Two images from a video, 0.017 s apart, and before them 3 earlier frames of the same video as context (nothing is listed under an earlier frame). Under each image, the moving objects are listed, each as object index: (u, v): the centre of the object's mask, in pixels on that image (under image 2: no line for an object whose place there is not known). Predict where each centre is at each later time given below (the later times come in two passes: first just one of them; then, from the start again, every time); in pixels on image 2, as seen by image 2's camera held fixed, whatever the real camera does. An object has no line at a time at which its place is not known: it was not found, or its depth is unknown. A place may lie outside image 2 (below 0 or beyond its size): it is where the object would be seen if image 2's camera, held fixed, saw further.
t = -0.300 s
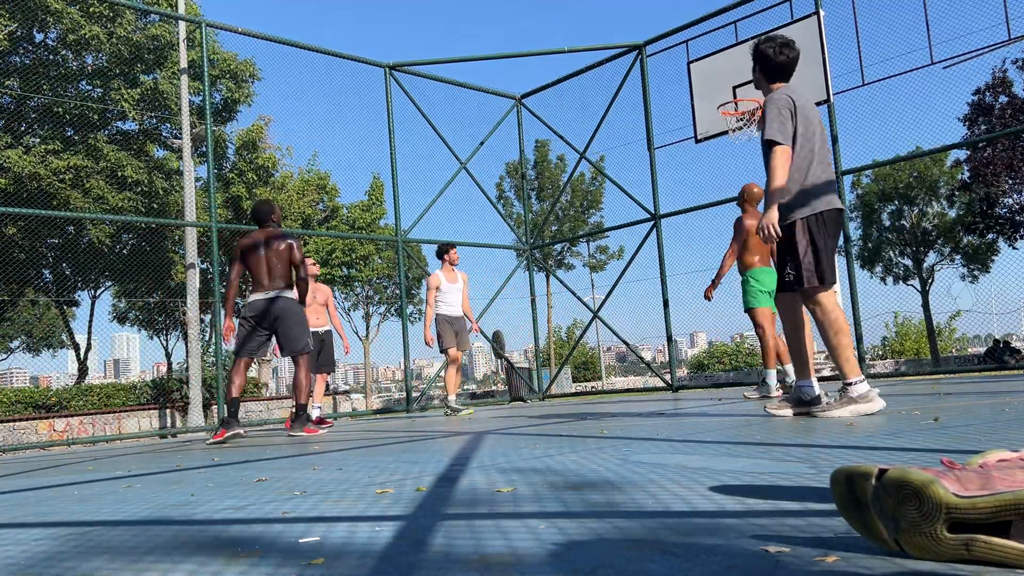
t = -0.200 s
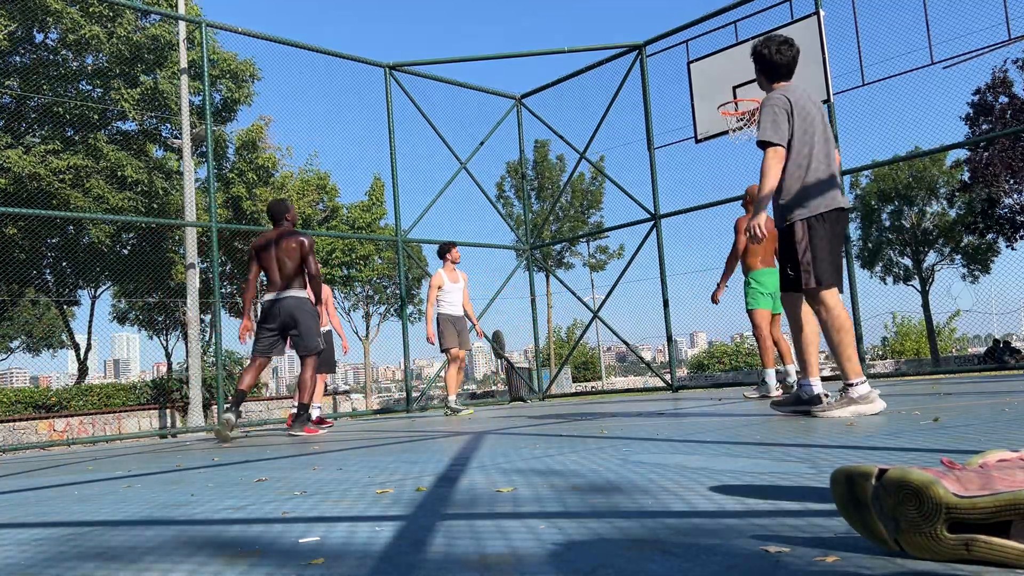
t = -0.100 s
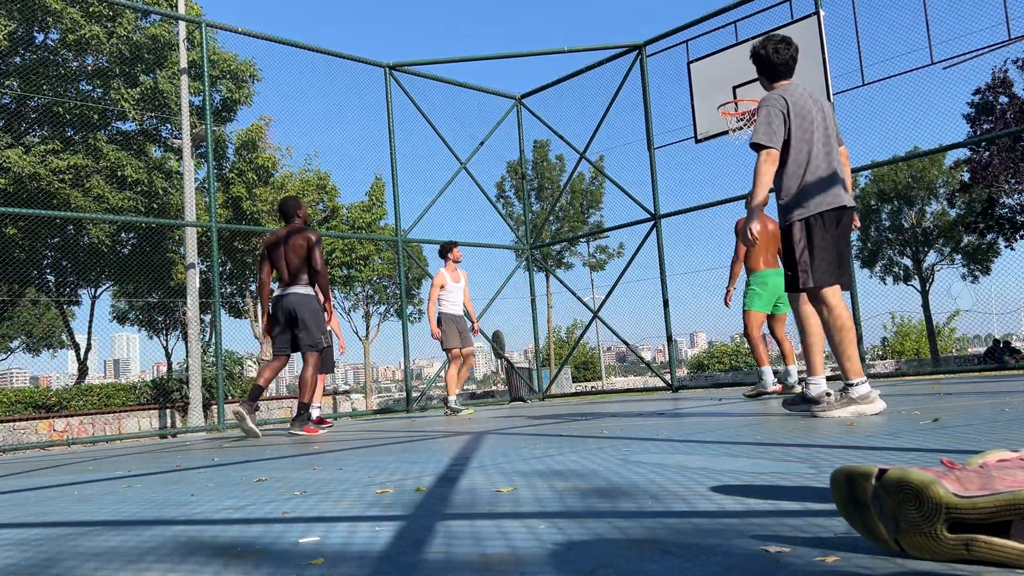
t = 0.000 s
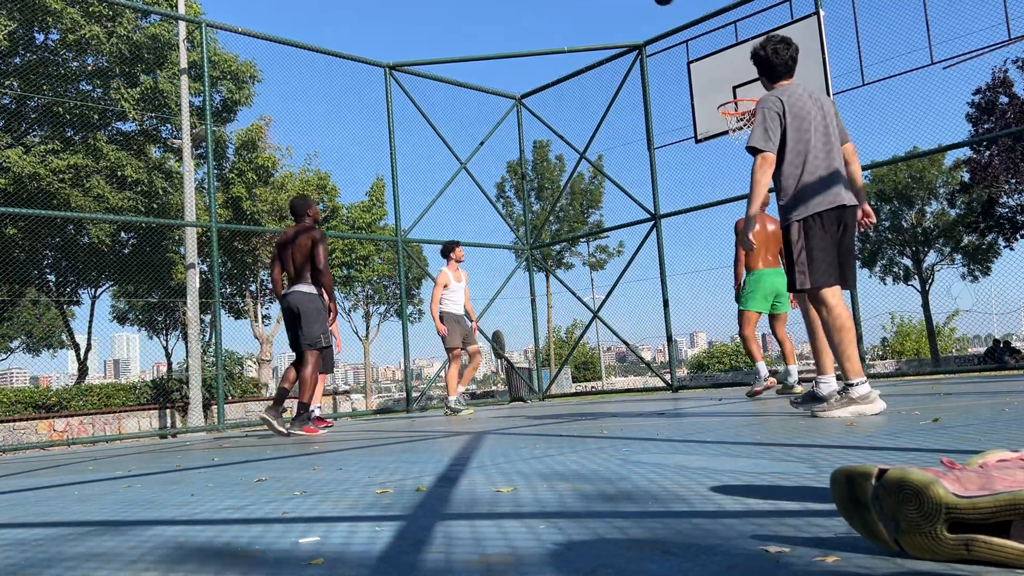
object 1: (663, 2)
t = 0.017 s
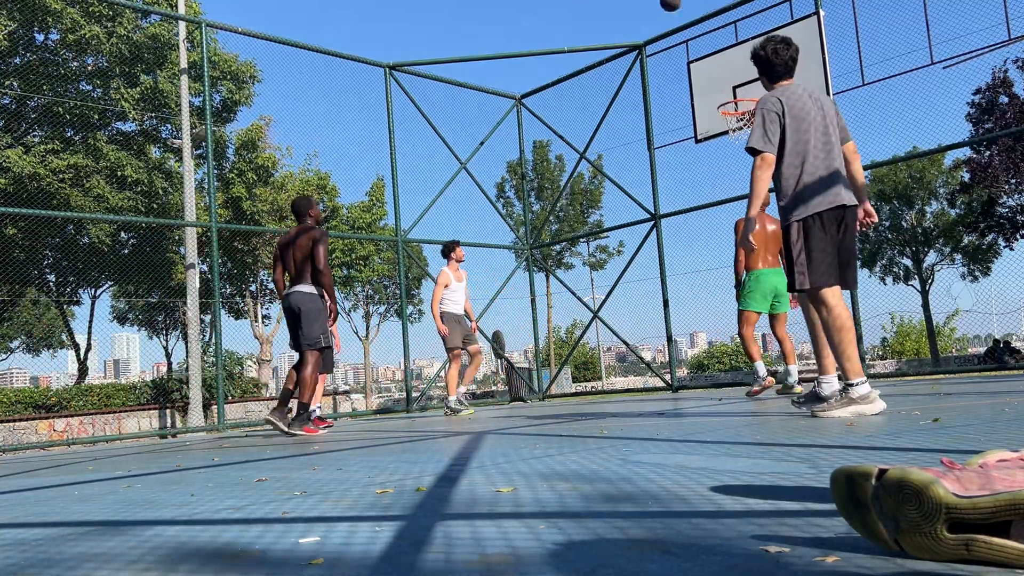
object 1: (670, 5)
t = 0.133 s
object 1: (717, 48)
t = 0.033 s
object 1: (677, 8)
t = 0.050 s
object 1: (684, 13)
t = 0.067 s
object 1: (691, 20)
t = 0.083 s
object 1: (698, 27)
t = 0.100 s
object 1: (705, 34)
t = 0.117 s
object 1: (711, 41)
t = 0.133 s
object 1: (717, 48)
